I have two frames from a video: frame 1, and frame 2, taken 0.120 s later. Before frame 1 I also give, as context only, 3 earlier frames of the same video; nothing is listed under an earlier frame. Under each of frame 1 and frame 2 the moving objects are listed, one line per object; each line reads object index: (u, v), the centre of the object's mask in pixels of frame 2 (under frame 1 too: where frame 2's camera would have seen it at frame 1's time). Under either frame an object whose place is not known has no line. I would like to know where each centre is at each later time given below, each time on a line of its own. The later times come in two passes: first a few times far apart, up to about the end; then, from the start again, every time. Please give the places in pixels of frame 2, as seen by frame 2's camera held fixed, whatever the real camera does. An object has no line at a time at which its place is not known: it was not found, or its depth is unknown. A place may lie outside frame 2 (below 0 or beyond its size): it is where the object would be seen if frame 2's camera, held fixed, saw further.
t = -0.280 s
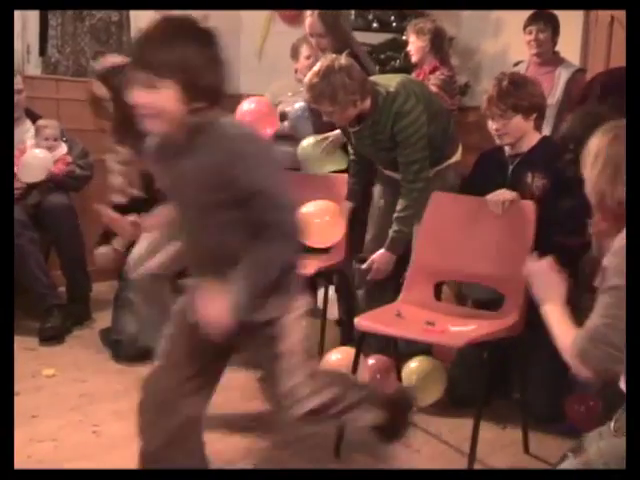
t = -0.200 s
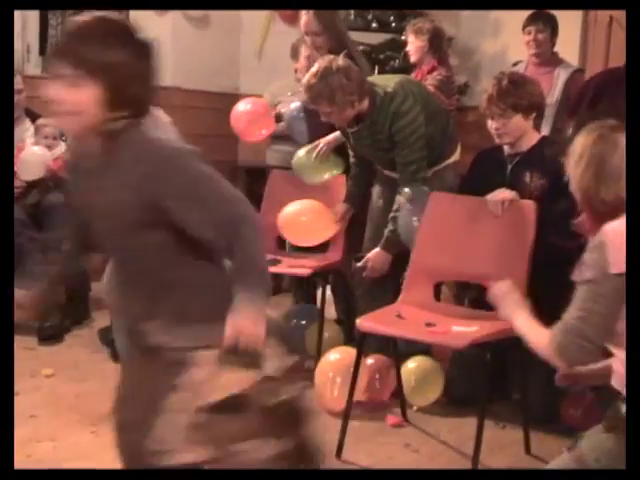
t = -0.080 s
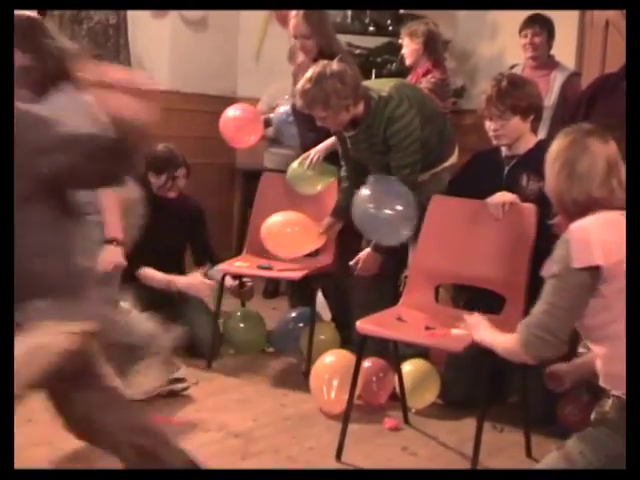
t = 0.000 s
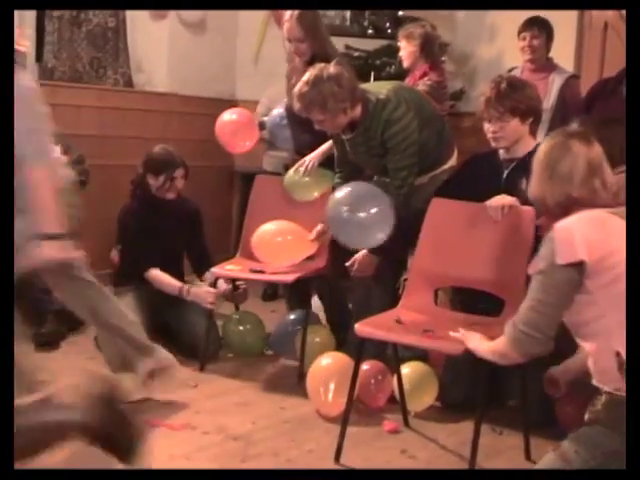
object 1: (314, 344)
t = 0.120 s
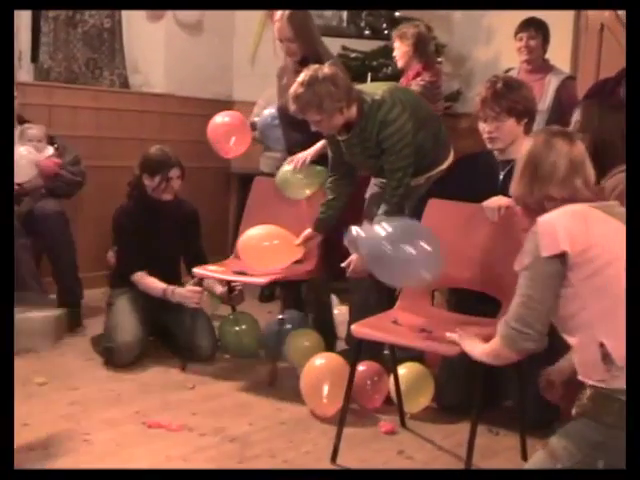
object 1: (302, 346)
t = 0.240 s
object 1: (286, 345)
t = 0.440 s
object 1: (262, 366)
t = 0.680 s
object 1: (221, 392)
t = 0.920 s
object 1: (192, 419)
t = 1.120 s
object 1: (181, 426)
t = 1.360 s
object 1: (182, 430)
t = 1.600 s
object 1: (194, 432)
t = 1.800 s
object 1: (204, 436)
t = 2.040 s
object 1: (215, 445)
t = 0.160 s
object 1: (296, 346)
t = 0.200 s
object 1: (291, 345)
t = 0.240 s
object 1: (286, 345)
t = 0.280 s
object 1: (281, 346)
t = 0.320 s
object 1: (277, 349)
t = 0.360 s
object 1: (272, 354)
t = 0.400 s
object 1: (267, 360)
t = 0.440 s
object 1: (262, 366)
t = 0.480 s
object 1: (256, 372)
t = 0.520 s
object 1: (249, 378)
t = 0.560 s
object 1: (241, 387)
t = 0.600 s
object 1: (234, 392)
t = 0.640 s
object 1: (228, 391)
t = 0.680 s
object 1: (221, 392)
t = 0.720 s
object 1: (215, 394)
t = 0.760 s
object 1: (209, 396)
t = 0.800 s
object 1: (203, 400)
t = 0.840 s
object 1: (198, 405)
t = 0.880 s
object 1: (195, 411)
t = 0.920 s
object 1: (192, 419)
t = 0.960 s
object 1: (189, 423)
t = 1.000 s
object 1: (186, 422)
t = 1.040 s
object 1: (184, 423)
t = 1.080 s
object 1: (183, 424)
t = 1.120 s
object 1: (181, 426)
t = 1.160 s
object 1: (180, 429)
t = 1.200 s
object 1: (178, 433)
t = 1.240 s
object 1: (179, 432)
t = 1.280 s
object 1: (180, 430)
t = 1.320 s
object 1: (181, 430)
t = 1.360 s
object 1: (182, 430)
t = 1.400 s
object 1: (184, 432)
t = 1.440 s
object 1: (186, 434)
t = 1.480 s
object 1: (188, 436)
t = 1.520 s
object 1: (190, 433)
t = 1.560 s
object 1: (192, 432)
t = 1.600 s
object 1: (194, 432)
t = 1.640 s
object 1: (196, 433)
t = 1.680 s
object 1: (199, 434)
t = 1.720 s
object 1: (201, 434)
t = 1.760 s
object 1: (203, 435)
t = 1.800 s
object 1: (204, 436)
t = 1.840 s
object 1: (206, 437)
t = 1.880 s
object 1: (208, 439)
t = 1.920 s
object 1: (210, 441)
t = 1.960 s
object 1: (212, 442)
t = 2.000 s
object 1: (213, 444)
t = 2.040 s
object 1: (215, 445)
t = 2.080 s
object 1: (216, 447)
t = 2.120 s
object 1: (218, 448)
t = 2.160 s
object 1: (220, 449)
